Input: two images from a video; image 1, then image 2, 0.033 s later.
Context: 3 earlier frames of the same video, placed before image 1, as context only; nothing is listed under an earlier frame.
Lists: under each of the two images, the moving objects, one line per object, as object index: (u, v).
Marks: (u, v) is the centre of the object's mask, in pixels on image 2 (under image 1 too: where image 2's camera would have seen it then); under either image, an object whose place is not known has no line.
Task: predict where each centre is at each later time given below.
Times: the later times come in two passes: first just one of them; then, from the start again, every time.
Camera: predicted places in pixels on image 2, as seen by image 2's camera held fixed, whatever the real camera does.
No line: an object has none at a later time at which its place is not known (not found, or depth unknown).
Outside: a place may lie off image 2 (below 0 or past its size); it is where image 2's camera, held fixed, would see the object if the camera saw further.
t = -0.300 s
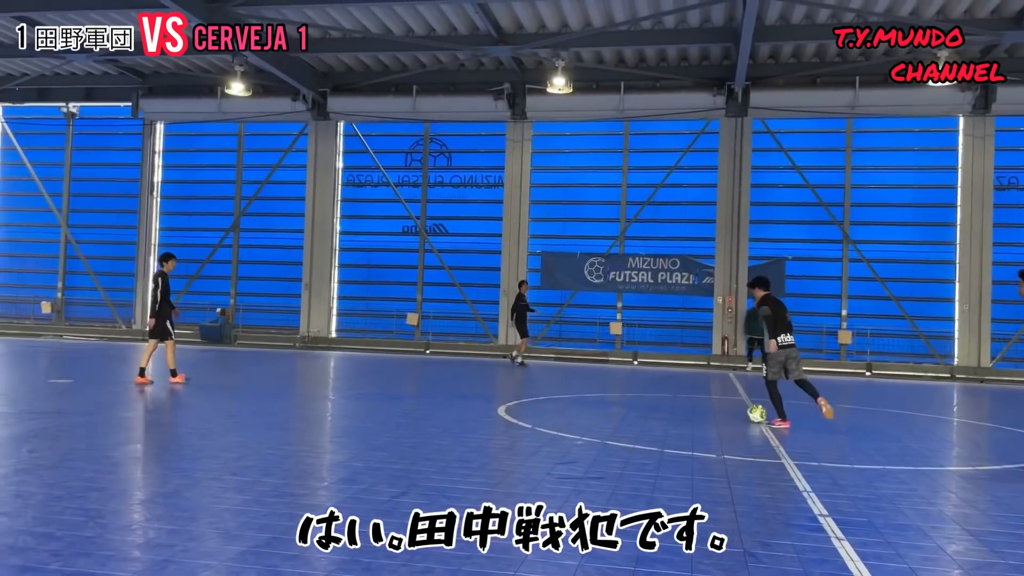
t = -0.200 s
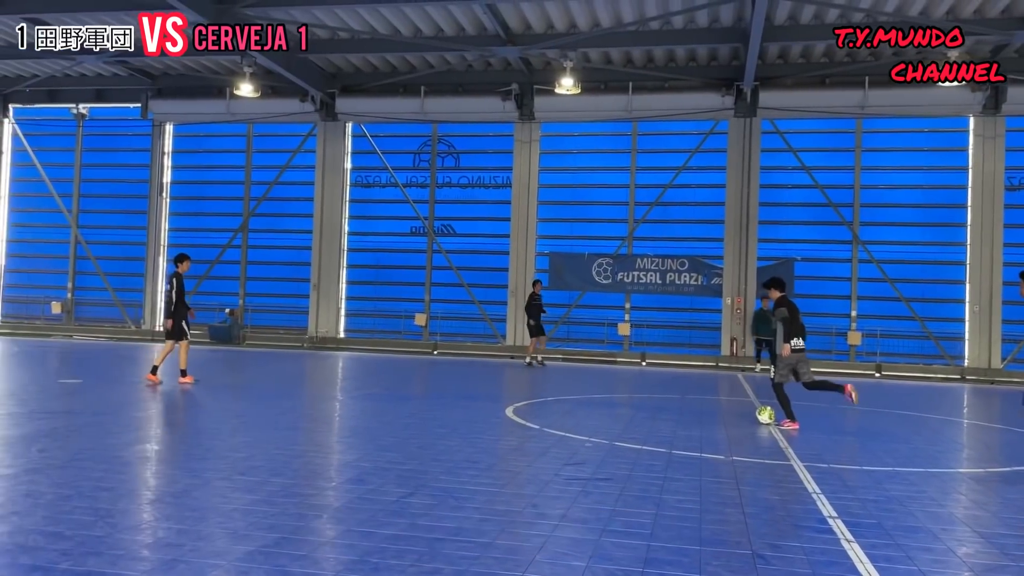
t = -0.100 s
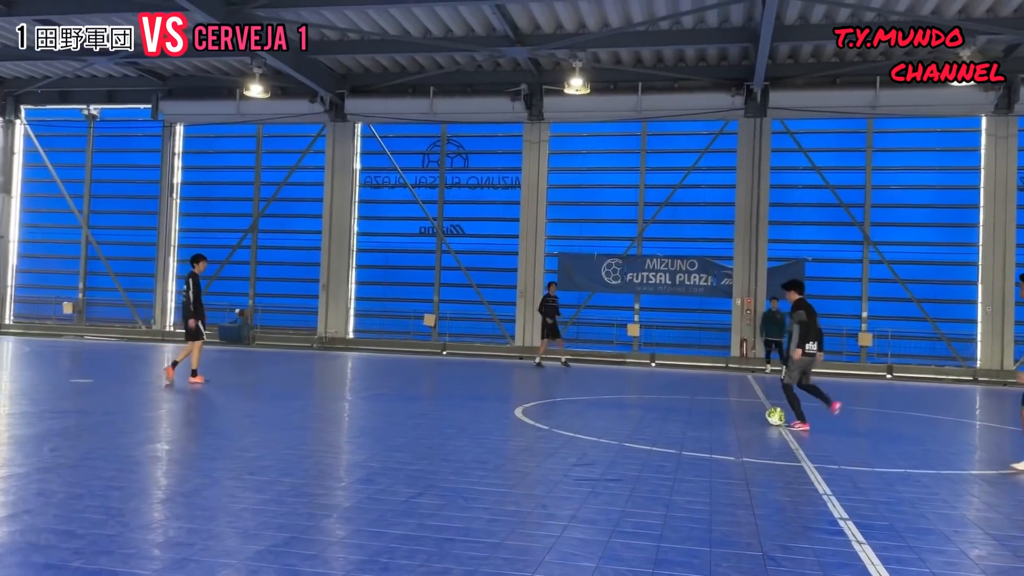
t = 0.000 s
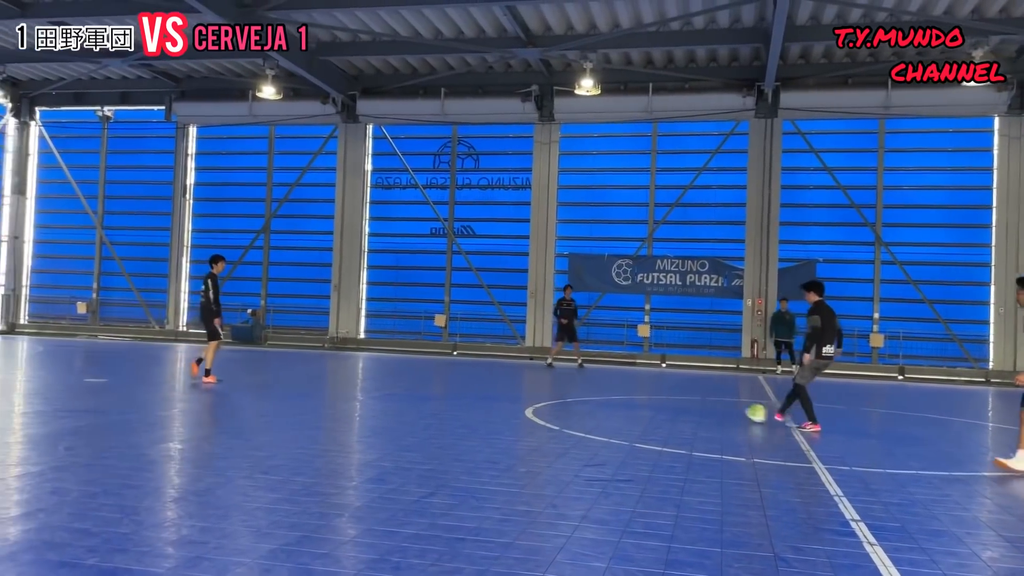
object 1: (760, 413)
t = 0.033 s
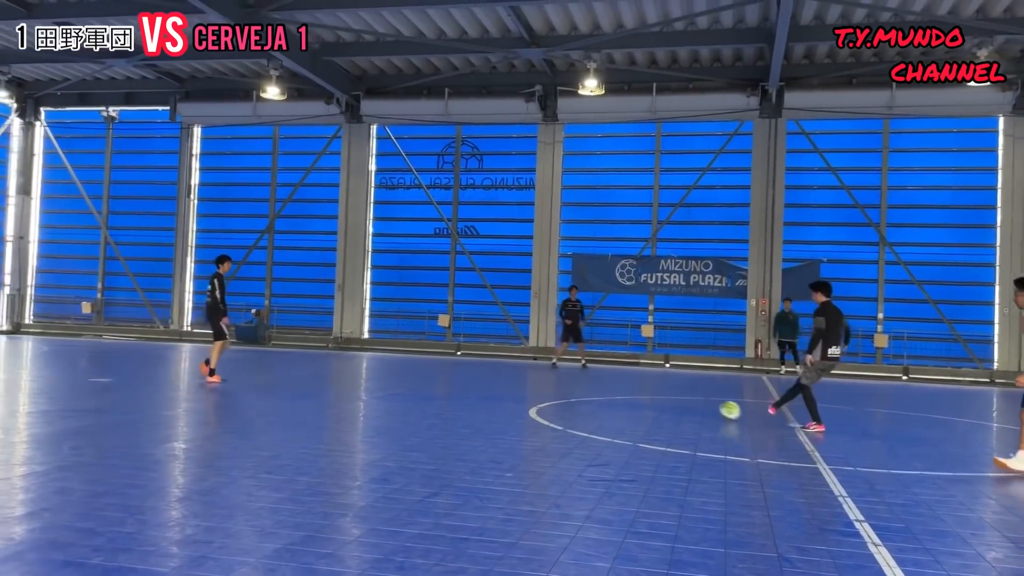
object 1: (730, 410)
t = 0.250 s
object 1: (559, 398)
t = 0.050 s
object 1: (715, 409)
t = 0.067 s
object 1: (701, 408)
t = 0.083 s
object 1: (686, 407)
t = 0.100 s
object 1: (672, 406)
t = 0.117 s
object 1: (658, 406)
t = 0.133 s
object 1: (645, 405)
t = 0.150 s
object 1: (632, 403)
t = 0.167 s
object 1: (619, 402)
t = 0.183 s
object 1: (607, 400)
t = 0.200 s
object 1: (595, 400)
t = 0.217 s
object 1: (583, 399)
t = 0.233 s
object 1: (571, 398)
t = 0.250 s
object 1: (559, 398)
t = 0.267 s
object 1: (548, 396)
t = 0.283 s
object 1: (538, 395)
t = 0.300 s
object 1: (527, 394)
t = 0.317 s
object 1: (516, 393)
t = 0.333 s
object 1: (506, 393)
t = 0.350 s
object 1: (496, 392)
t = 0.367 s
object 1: (486, 391)
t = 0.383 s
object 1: (477, 390)
